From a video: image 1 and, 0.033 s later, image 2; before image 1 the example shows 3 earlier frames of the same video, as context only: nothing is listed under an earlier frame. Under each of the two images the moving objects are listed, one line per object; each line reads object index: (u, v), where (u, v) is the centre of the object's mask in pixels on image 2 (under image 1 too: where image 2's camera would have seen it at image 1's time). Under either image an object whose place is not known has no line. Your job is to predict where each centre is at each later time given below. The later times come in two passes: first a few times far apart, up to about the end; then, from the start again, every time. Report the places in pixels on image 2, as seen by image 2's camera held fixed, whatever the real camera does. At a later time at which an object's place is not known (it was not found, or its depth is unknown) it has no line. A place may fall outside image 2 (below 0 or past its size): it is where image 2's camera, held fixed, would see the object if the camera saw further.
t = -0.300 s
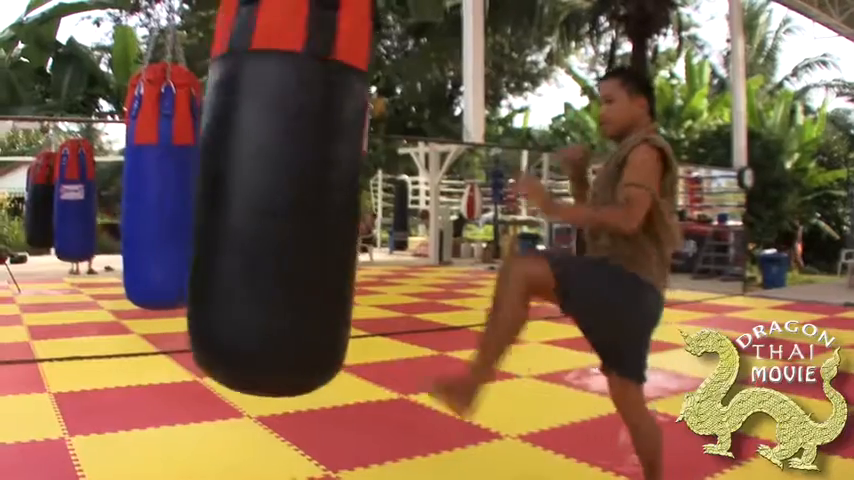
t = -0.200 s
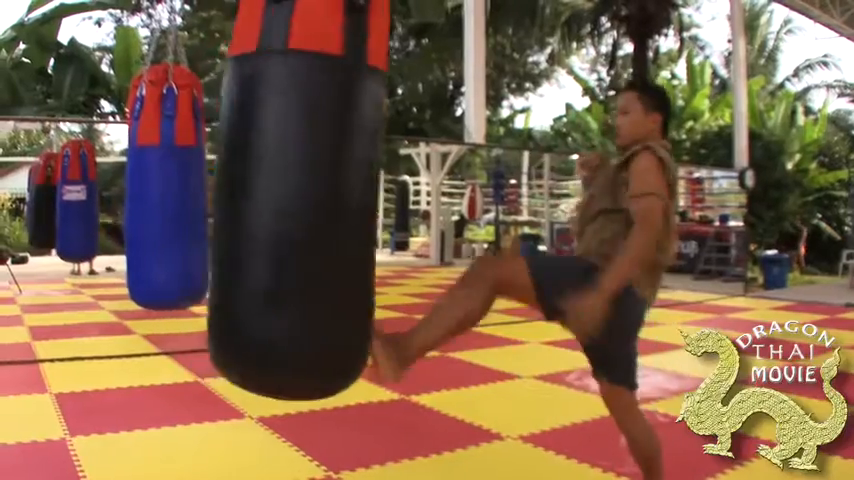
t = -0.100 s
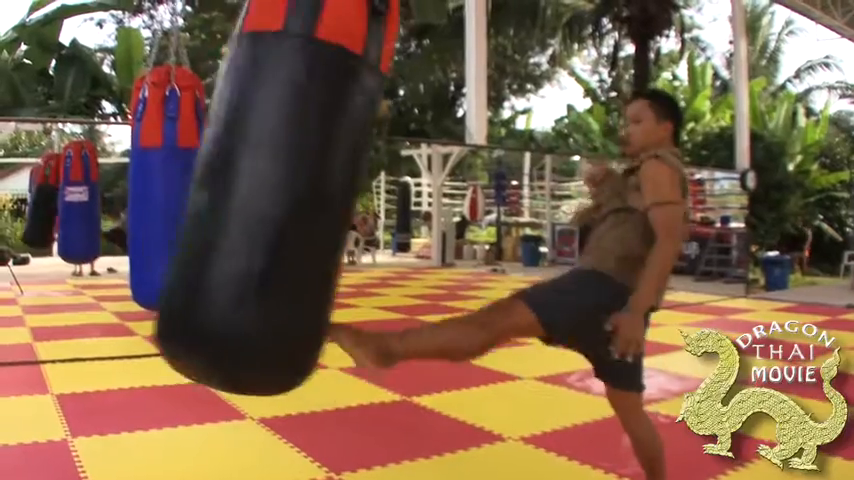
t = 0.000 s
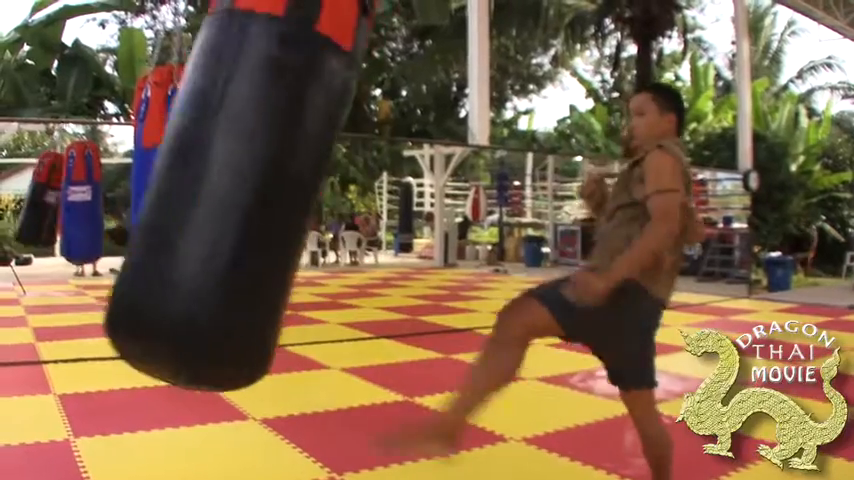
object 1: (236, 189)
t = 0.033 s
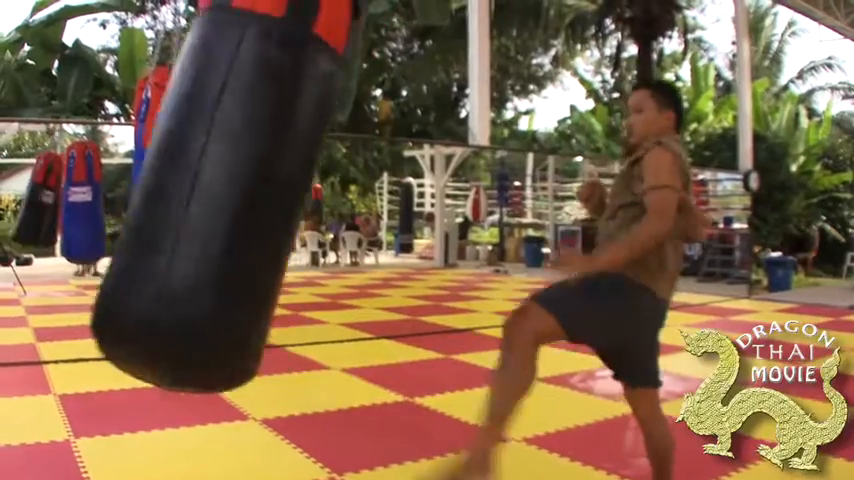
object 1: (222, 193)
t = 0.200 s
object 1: (180, 185)
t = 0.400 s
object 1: (174, 184)
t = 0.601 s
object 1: (223, 191)
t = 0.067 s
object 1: (212, 193)
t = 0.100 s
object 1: (202, 192)
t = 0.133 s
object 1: (193, 189)
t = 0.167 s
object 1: (186, 187)
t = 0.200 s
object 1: (180, 185)
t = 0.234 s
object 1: (175, 186)
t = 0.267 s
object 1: (171, 186)
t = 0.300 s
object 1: (170, 184)
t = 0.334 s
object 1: (171, 183)
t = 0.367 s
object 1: (172, 182)
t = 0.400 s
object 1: (174, 184)
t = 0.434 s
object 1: (179, 186)
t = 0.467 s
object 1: (185, 188)
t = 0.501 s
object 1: (193, 188)
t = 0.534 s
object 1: (202, 188)
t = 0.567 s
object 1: (212, 189)
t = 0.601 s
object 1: (223, 191)
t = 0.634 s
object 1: (235, 192)
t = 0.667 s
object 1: (247, 193)
